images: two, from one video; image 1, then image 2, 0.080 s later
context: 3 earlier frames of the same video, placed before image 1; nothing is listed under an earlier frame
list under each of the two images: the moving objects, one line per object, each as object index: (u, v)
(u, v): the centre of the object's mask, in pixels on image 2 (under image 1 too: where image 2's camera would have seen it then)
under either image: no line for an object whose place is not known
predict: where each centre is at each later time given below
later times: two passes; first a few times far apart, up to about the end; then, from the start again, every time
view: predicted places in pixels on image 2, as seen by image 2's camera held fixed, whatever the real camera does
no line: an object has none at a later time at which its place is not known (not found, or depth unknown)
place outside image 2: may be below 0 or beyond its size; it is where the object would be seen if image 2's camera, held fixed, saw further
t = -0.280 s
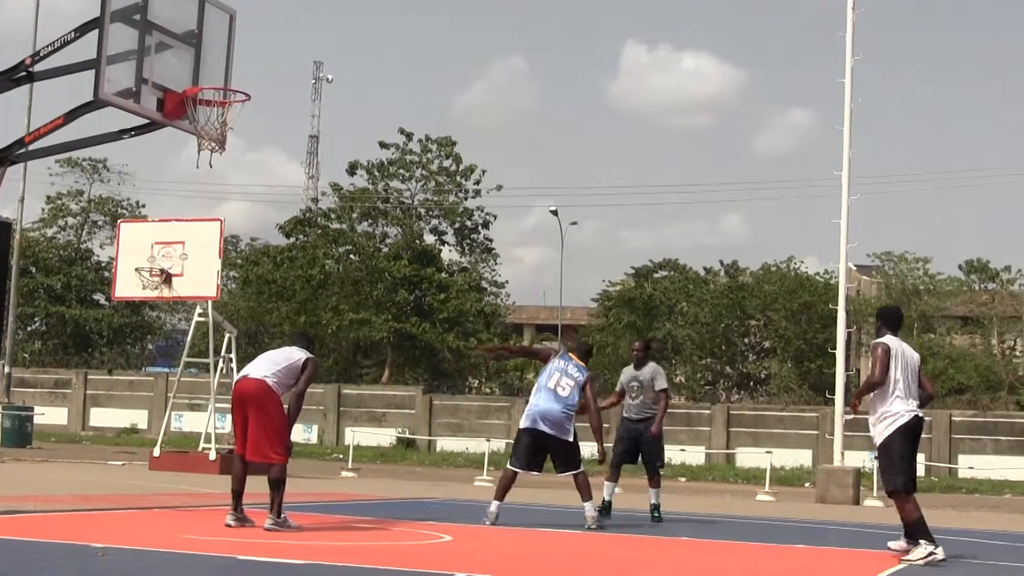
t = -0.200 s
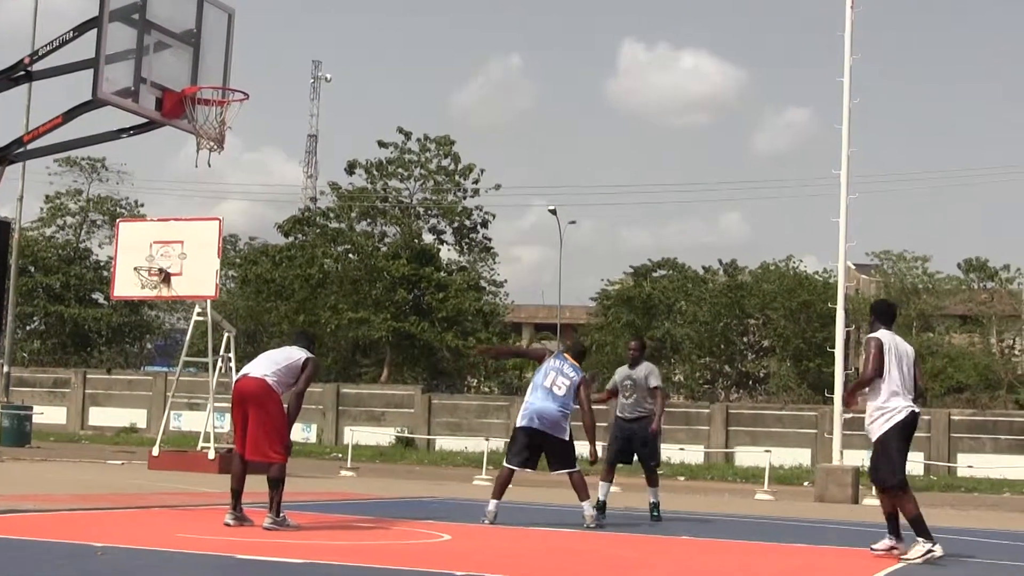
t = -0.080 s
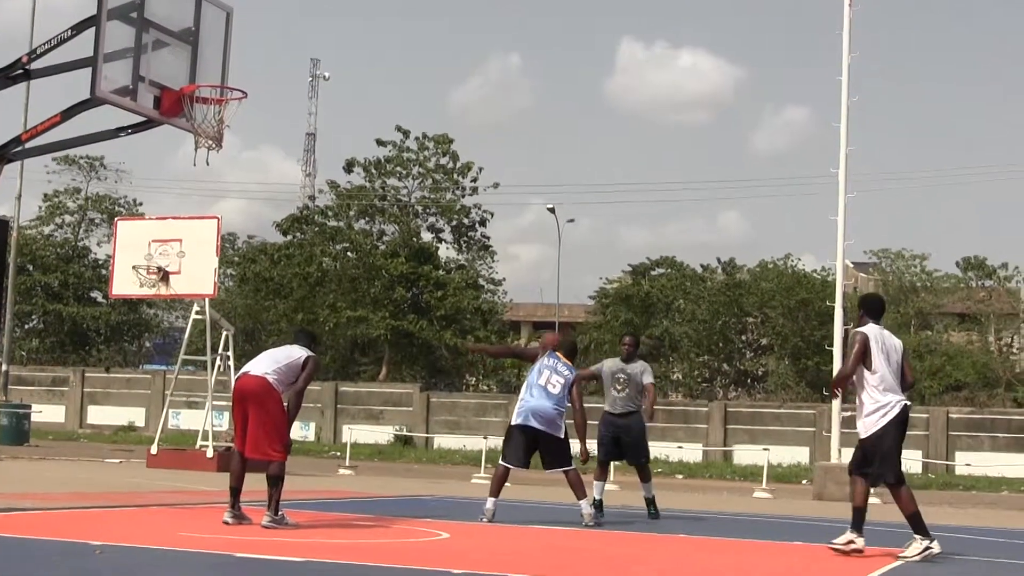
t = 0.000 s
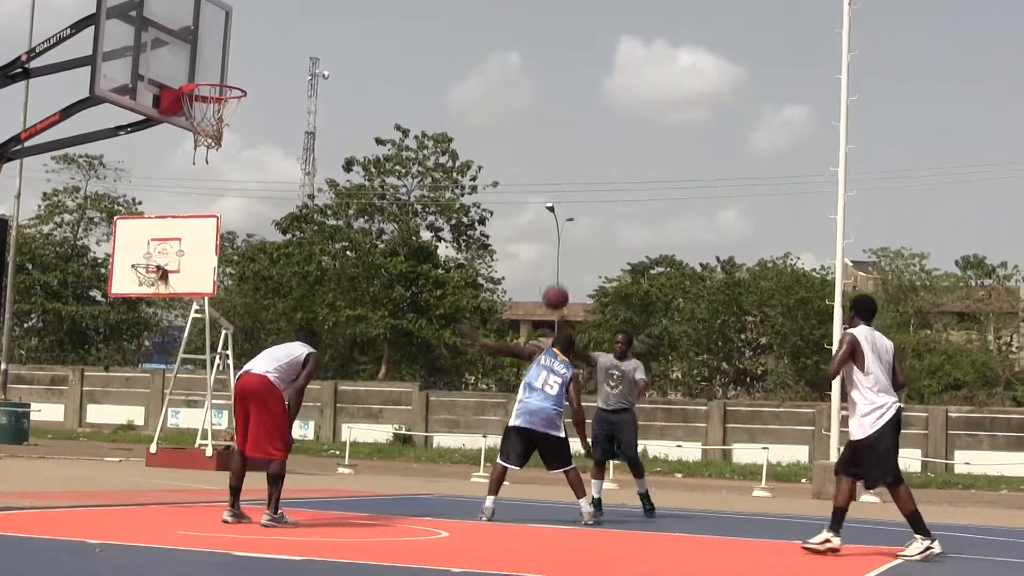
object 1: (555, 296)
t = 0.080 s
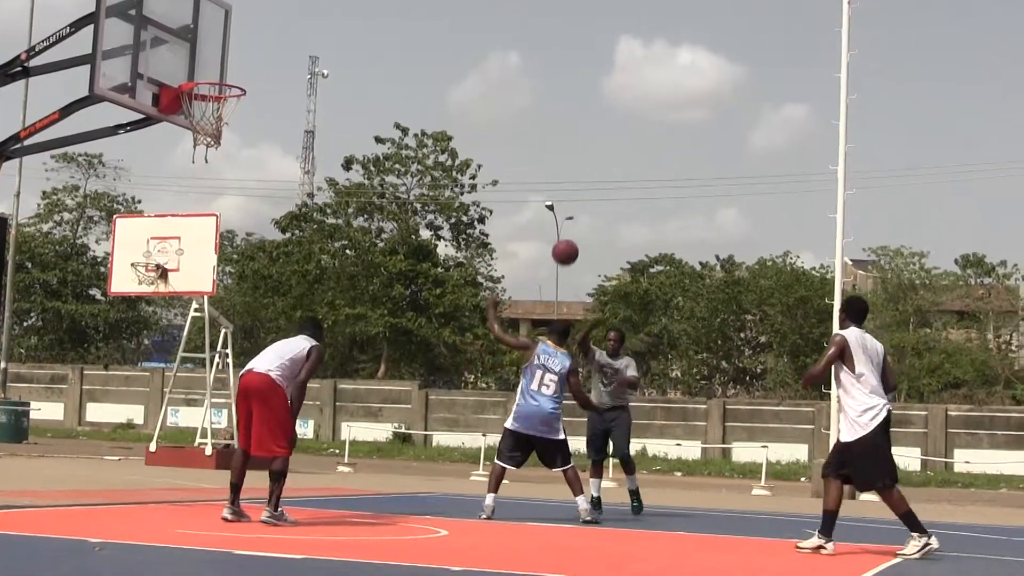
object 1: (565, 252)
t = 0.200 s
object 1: (580, 195)
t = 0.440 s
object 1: (614, 116)
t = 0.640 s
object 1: (644, 96)
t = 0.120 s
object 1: (570, 231)
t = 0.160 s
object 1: (575, 212)
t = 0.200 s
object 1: (580, 195)
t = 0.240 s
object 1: (586, 178)
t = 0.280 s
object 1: (591, 163)
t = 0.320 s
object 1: (597, 149)
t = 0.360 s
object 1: (603, 137)
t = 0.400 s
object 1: (608, 126)
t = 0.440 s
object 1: (614, 116)
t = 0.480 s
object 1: (619, 109)
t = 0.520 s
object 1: (625, 103)
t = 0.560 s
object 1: (631, 98)
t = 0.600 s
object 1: (637, 96)
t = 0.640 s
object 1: (644, 96)
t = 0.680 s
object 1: (650, 97)
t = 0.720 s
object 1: (656, 101)
